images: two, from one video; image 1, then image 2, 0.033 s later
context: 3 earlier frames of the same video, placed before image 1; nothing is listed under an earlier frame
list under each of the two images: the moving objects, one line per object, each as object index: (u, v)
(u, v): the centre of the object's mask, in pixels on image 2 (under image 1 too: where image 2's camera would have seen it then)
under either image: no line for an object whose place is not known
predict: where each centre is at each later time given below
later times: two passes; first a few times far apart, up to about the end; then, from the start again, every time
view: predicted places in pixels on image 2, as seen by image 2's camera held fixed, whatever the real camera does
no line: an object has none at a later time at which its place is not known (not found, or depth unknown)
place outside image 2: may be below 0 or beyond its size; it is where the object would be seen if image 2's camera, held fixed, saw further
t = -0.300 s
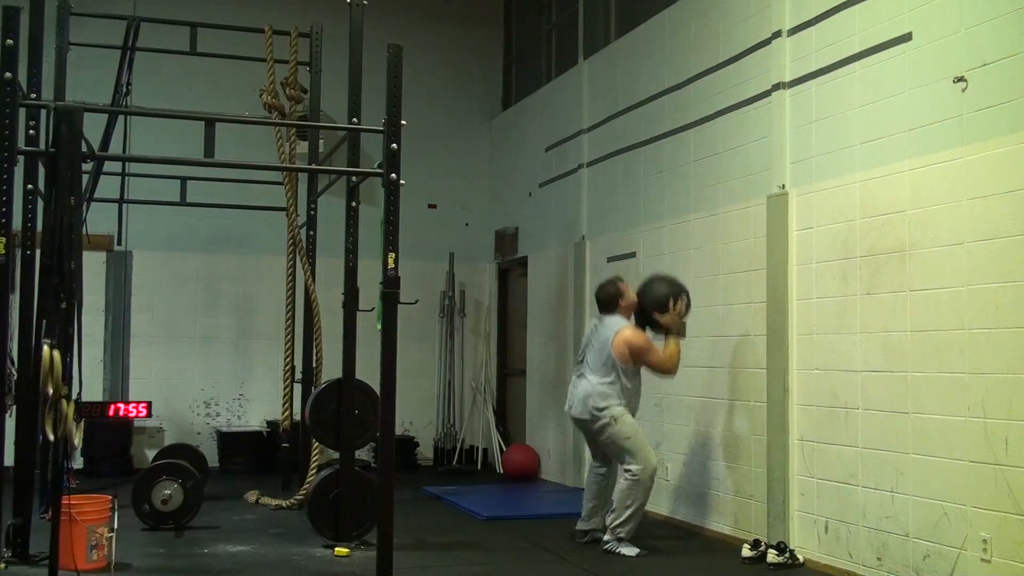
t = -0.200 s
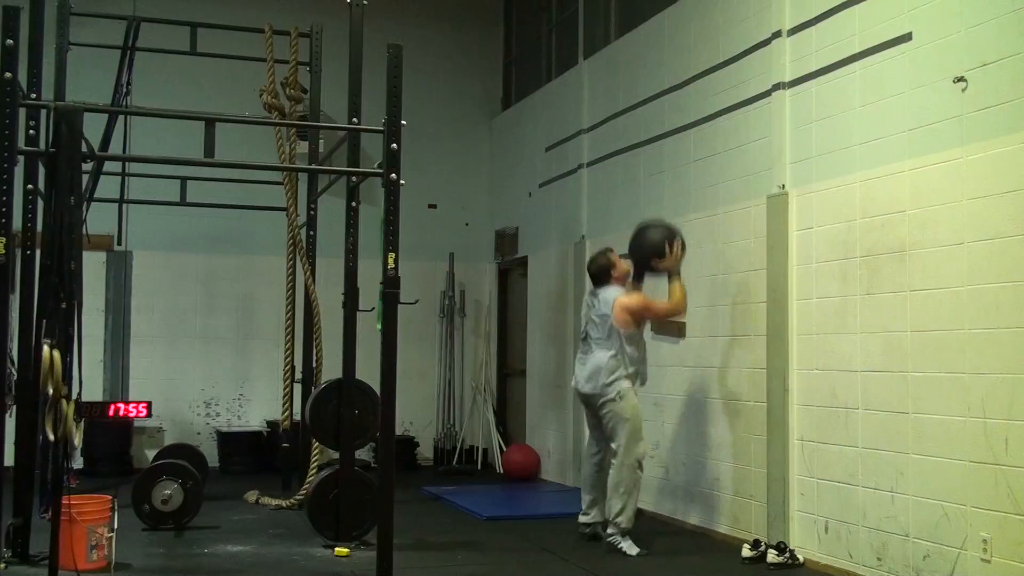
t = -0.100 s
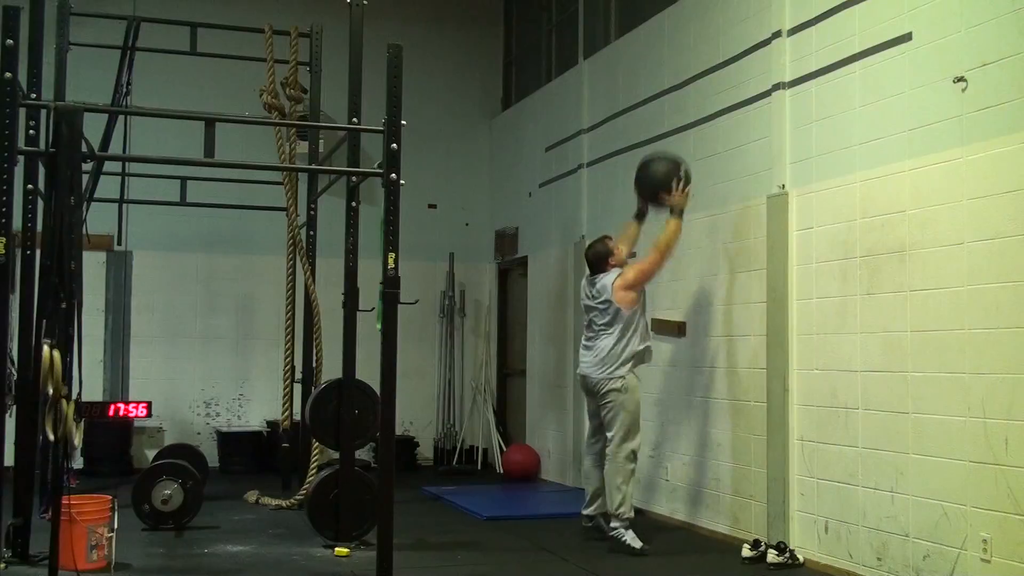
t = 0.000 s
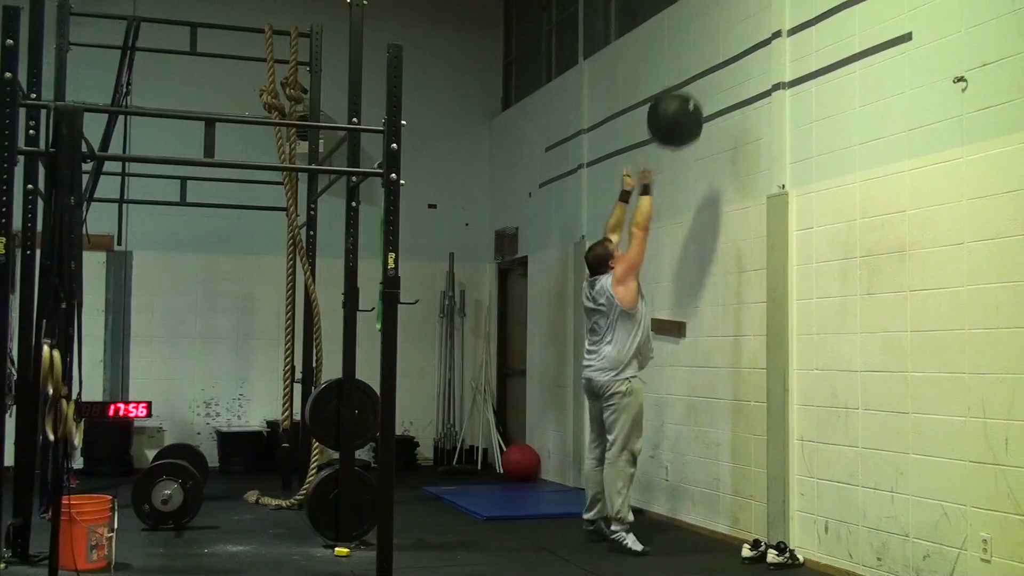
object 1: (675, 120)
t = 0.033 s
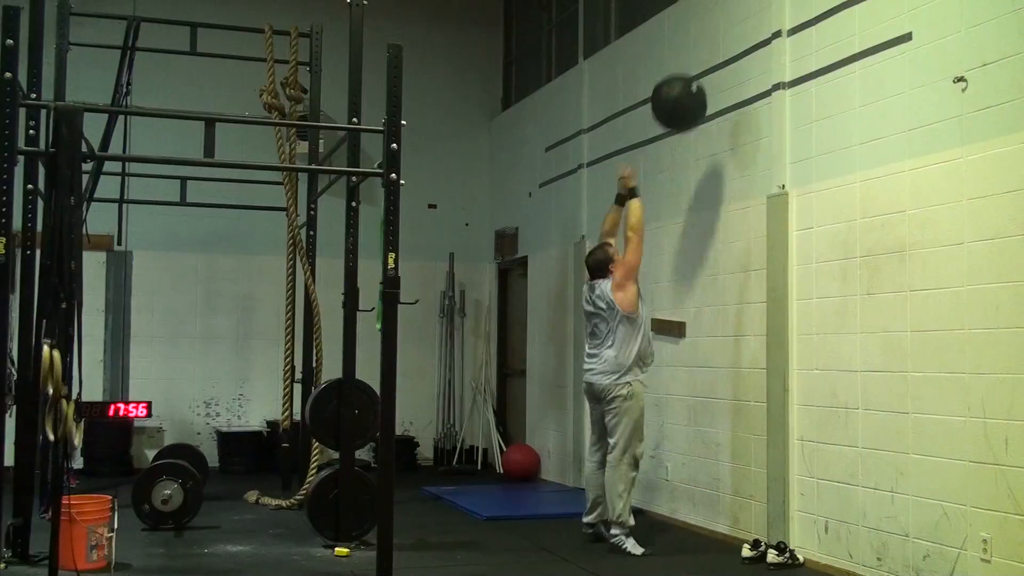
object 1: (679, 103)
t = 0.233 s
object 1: (704, 38)
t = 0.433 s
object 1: (711, 32)
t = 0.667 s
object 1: (689, 95)
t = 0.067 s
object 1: (683, 88)
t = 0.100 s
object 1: (687, 74)
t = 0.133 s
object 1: (691, 62)
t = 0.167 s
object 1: (695, 52)
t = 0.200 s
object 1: (699, 44)
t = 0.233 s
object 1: (704, 38)
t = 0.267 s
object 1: (708, 33)
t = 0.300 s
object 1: (712, 30)
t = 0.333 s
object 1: (716, 28)
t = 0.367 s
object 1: (716, 29)
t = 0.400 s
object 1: (714, 29)
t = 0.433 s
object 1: (711, 32)
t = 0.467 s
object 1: (707, 36)
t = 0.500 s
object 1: (704, 41)
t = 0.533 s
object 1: (701, 48)
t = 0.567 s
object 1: (698, 58)
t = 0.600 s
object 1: (695, 69)
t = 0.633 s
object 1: (692, 81)
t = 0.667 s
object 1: (689, 95)
